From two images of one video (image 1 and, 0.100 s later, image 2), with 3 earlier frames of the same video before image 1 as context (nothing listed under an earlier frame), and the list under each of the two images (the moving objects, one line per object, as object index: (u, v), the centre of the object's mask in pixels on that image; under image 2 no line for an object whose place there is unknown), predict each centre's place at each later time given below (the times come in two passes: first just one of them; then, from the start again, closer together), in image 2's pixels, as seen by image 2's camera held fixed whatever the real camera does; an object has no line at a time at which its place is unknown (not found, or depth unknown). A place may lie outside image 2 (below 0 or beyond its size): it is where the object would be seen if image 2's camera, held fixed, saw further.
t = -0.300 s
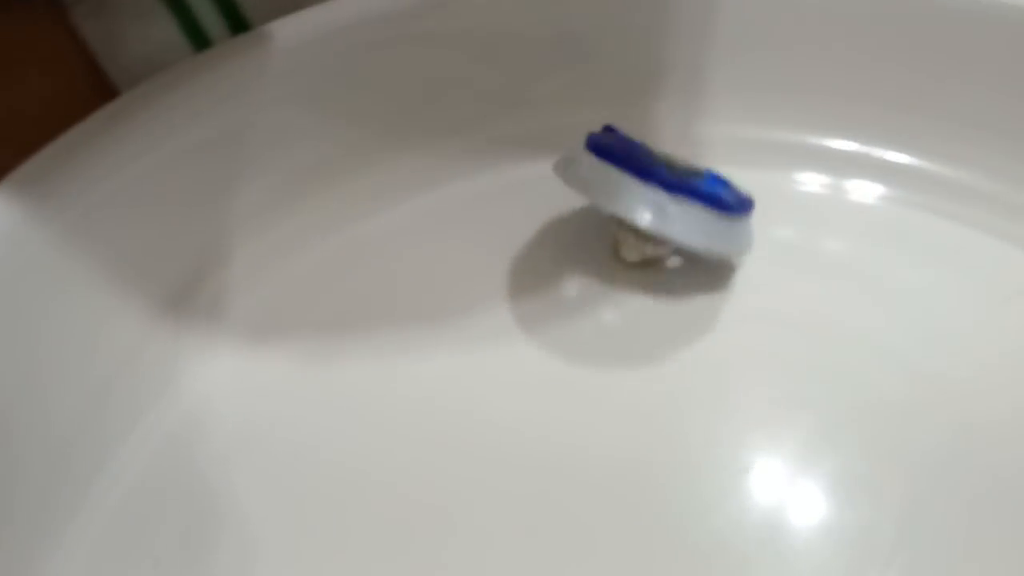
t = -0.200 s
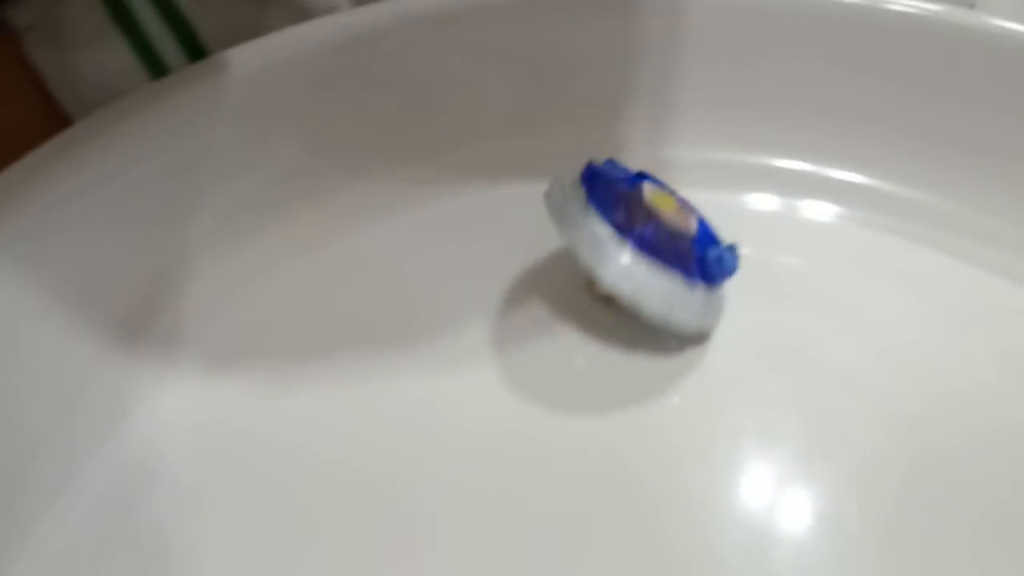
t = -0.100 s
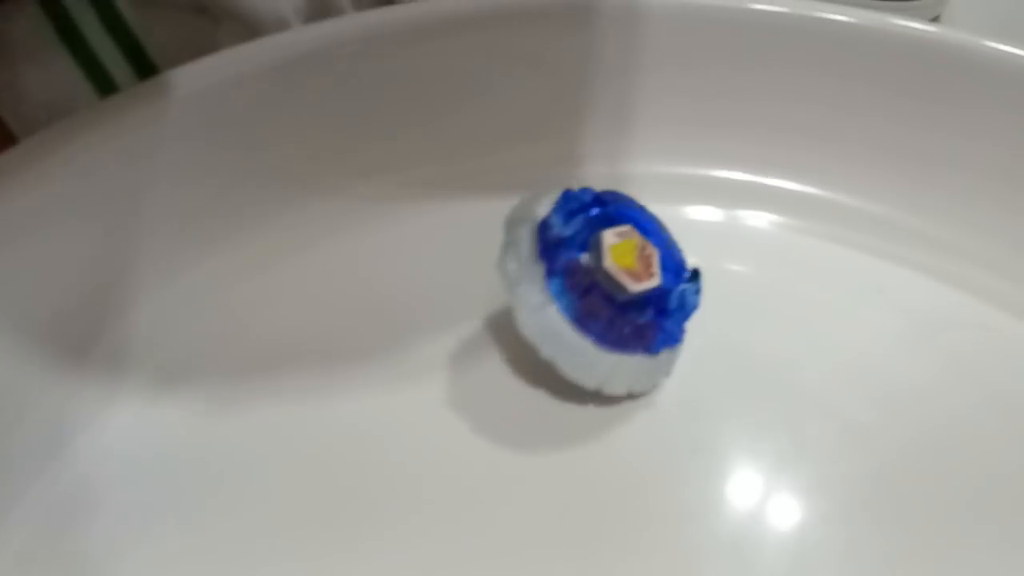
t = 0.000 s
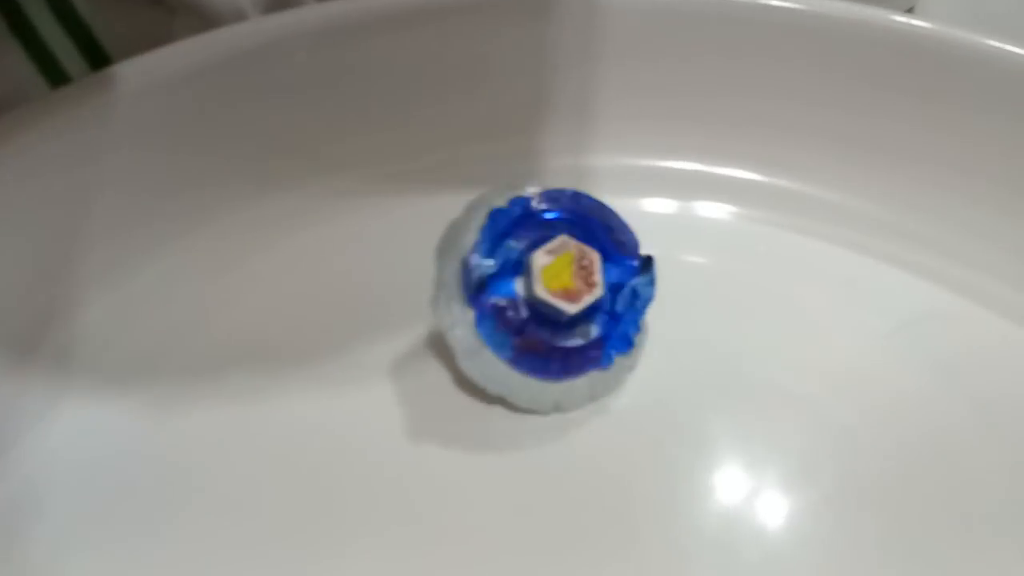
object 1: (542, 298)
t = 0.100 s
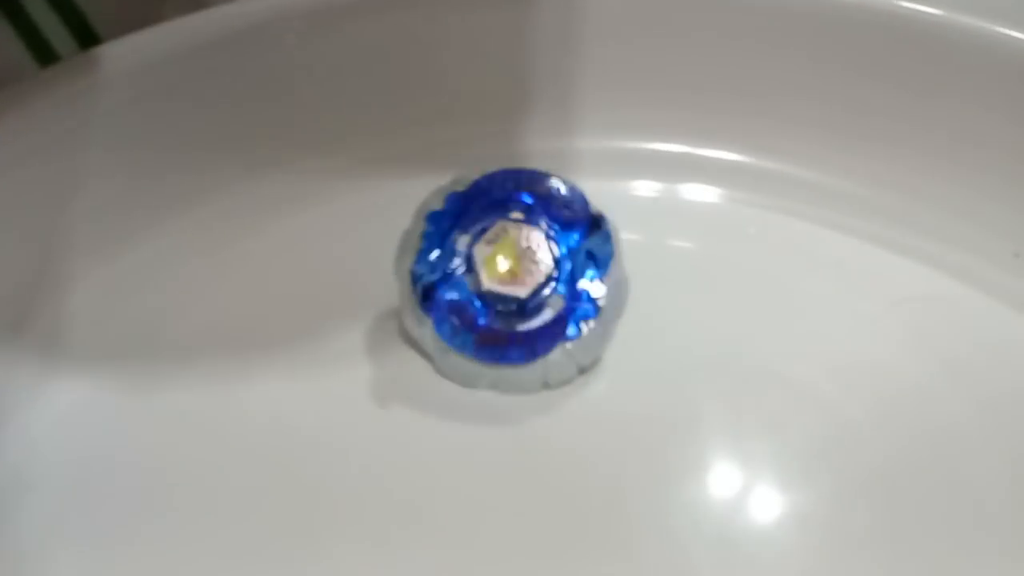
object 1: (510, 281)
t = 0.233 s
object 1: (481, 265)
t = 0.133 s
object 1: (503, 280)
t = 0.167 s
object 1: (496, 277)
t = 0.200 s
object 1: (488, 272)
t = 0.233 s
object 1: (481, 265)
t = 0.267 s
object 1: (474, 256)
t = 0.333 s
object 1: (471, 236)
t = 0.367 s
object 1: (475, 226)
